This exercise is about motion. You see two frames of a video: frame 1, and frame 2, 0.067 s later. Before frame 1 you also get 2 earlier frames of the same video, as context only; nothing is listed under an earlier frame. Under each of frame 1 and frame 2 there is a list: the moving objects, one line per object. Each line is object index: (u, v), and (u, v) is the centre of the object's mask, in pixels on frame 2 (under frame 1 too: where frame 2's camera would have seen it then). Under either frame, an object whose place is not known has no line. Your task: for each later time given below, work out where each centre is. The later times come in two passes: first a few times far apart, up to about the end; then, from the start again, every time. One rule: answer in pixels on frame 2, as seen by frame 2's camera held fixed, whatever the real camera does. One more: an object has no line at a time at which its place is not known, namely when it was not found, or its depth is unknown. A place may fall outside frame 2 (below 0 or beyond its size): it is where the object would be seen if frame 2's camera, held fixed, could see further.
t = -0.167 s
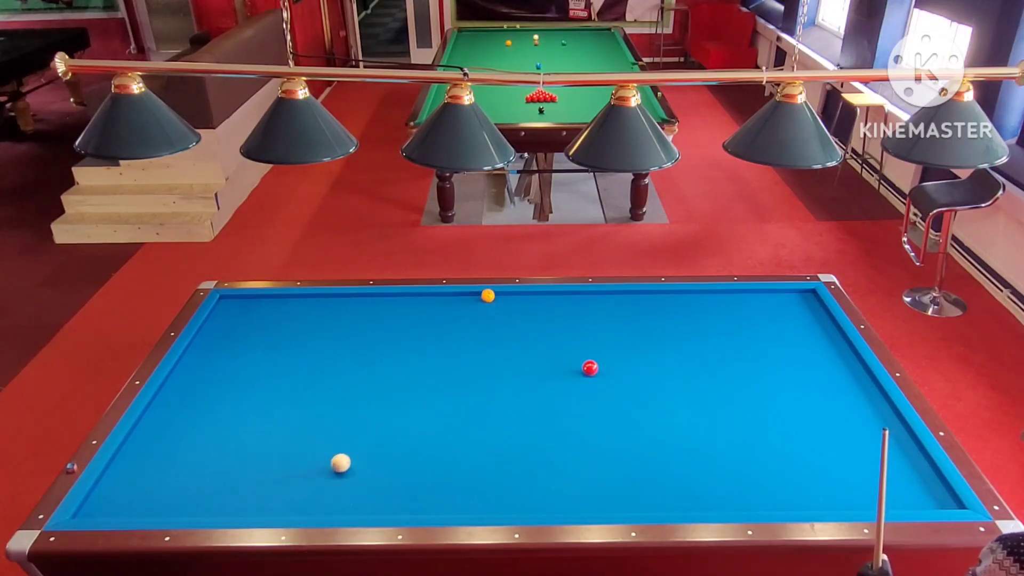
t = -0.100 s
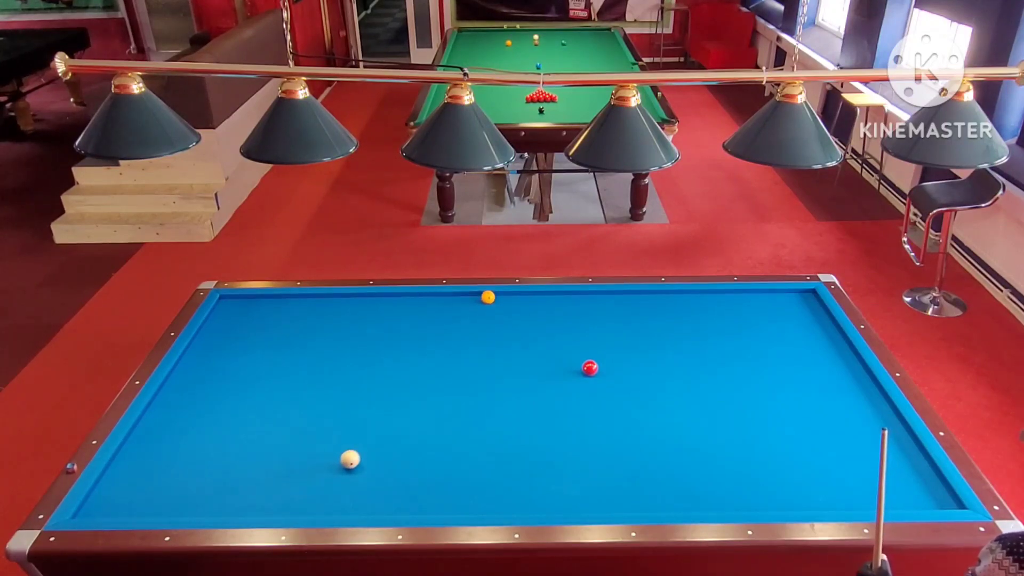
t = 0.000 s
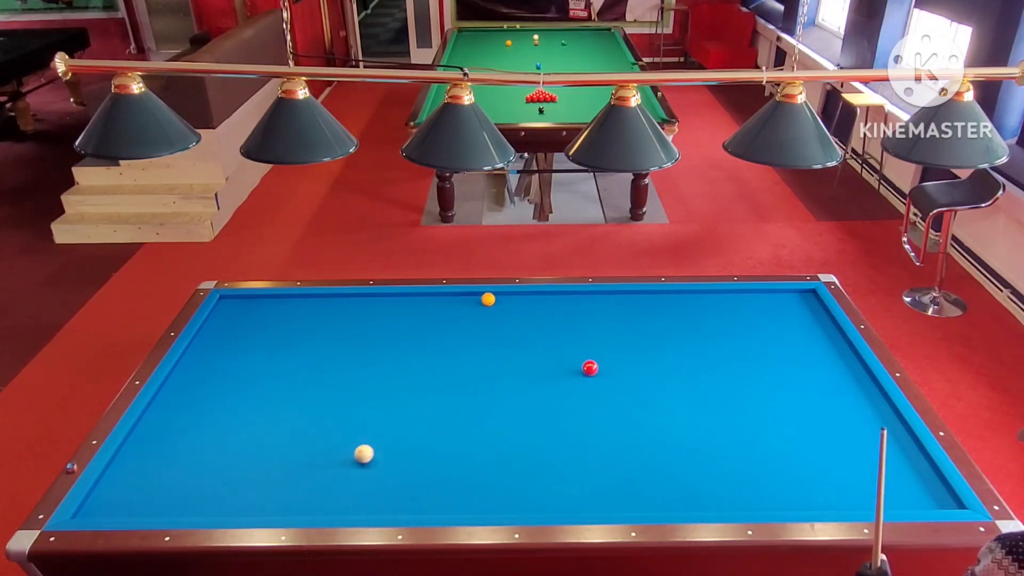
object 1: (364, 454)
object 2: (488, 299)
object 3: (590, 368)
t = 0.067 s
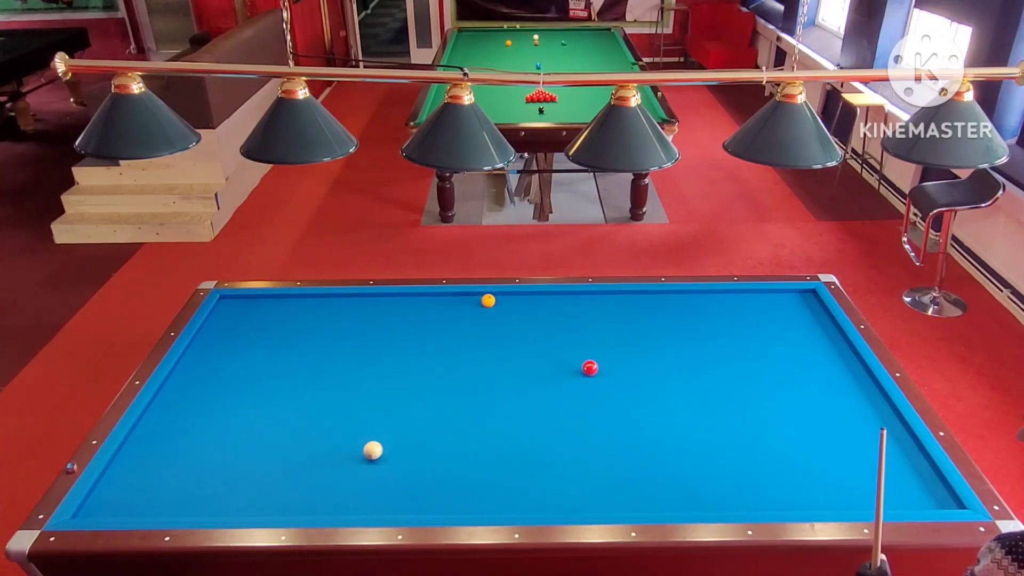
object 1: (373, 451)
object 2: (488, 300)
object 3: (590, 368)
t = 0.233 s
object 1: (395, 442)
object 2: (488, 304)
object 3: (590, 368)
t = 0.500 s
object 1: (428, 429)
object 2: (488, 309)
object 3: (590, 368)
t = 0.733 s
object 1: (455, 418)
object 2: (489, 313)
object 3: (590, 368)
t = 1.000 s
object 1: (484, 407)
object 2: (489, 318)
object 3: (590, 368)
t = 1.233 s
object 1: (508, 397)
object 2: (489, 322)
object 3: (590, 368)
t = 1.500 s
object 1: (534, 387)
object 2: (489, 326)
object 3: (590, 368)
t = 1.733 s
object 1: (556, 379)
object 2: (489, 329)
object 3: (590, 368)
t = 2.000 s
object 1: (575, 370)
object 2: (489, 333)
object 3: (593, 367)
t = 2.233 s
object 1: (577, 366)
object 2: (489, 336)
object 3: (606, 365)
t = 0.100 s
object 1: (377, 449)
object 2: (488, 301)
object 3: (590, 368)
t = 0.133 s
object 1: (382, 447)
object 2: (488, 302)
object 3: (590, 368)
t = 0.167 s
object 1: (386, 445)
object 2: (488, 302)
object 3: (590, 368)
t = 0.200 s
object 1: (390, 444)
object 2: (488, 303)
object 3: (590, 368)
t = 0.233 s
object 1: (395, 442)
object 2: (488, 304)
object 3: (590, 368)
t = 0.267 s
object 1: (399, 440)
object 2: (488, 305)
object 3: (590, 368)
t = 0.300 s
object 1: (403, 438)
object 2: (488, 305)
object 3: (590, 368)
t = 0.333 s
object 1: (407, 437)
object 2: (488, 306)
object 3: (590, 368)
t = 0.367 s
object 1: (412, 435)
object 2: (488, 306)
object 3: (590, 368)
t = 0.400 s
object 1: (416, 434)
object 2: (488, 307)
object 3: (590, 368)
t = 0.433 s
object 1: (420, 432)
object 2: (488, 308)
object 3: (590, 368)
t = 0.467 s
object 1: (424, 430)
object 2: (488, 308)
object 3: (590, 368)
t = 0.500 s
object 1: (428, 429)
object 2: (488, 309)
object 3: (590, 368)
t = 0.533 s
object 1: (432, 427)
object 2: (488, 310)
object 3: (590, 368)
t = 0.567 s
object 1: (436, 426)
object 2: (489, 310)
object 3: (590, 368)
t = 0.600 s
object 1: (440, 424)
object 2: (489, 311)
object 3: (590, 368)
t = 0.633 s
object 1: (444, 423)
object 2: (489, 311)
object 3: (590, 368)
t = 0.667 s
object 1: (448, 421)
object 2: (489, 312)
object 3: (590, 368)
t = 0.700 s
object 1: (451, 420)
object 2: (489, 313)
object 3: (590, 368)
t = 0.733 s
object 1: (455, 418)
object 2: (489, 313)
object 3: (590, 368)
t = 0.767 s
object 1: (459, 417)
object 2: (489, 314)
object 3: (590, 368)
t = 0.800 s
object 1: (463, 415)
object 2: (489, 314)
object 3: (590, 368)
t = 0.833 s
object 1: (466, 414)
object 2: (489, 315)
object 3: (590, 368)
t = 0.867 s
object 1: (470, 412)
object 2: (489, 316)
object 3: (590, 368)
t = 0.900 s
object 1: (474, 411)
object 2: (489, 316)
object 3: (590, 368)
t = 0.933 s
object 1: (477, 409)
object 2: (489, 317)
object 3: (590, 368)
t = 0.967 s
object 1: (481, 408)
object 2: (489, 317)
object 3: (590, 368)
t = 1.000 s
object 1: (484, 407)
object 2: (489, 318)
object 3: (590, 368)
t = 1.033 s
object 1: (488, 405)
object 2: (489, 319)
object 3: (590, 368)
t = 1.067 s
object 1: (491, 404)
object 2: (489, 319)
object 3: (590, 368)
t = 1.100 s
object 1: (495, 403)
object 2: (489, 320)
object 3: (590, 368)
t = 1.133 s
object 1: (498, 401)
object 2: (489, 320)
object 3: (590, 368)
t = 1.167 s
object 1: (502, 400)
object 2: (489, 321)
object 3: (590, 368)
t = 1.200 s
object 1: (505, 399)
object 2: (489, 321)
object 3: (590, 368)
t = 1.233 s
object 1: (508, 397)
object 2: (489, 322)
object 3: (590, 368)
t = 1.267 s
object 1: (512, 396)
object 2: (489, 322)
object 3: (590, 368)
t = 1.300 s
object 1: (515, 395)
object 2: (489, 323)
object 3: (590, 368)
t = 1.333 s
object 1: (519, 393)
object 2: (489, 323)
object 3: (590, 368)
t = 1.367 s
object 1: (522, 392)
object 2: (489, 324)
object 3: (590, 368)
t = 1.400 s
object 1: (525, 391)
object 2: (489, 324)
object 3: (590, 368)
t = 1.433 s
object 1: (528, 390)
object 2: (489, 325)
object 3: (590, 368)
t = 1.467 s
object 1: (531, 388)
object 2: (489, 325)
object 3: (590, 368)
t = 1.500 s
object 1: (534, 387)
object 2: (489, 326)
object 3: (590, 368)
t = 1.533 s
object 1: (538, 386)
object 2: (489, 326)
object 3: (590, 368)
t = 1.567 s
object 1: (541, 385)
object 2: (489, 327)
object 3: (590, 368)
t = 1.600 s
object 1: (544, 383)
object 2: (489, 327)
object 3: (590, 368)
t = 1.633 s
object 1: (547, 382)
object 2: (489, 328)
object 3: (590, 368)
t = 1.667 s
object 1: (550, 381)
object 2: (489, 328)
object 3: (590, 368)
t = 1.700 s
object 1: (553, 380)
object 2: (489, 329)
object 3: (590, 368)
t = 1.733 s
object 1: (556, 379)
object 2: (489, 329)
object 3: (590, 368)
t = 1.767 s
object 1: (559, 378)
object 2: (489, 330)
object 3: (590, 368)
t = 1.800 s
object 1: (562, 376)
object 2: (489, 330)
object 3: (590, 368)
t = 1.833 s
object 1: (565, 375)
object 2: (489, 331)
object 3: (590, 368)
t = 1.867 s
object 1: (568, 374)
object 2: (489, 331)
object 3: (590, 368)
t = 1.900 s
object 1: (570, 373)
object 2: (489, 332)
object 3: (590, 368)
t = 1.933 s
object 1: (573, 372)
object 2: (489, 332)
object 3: (590, 368)
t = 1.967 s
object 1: (575, 371)
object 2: (489, 333)
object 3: (591, 368)
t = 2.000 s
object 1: (575, 370)
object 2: (489, 333)
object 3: (593, 367)
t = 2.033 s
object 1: (576, 370)
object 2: (489, 333)
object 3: (595, 367)
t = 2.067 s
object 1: (576, 369)
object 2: (489, 334)
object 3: (597, 366)
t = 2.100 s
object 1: (576, 368)
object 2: (489, 334)
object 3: (599, 366)
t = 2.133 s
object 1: (576, 368)
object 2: (489, 334)
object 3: (601, 366)
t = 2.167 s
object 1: (577, 367)
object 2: (489, 335)
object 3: (603, 365)
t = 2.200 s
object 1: (577, 367)
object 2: (489, 335)
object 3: (604, 365)
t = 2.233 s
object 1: (577, 366)
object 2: (489, 336)
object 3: (606, 365)
